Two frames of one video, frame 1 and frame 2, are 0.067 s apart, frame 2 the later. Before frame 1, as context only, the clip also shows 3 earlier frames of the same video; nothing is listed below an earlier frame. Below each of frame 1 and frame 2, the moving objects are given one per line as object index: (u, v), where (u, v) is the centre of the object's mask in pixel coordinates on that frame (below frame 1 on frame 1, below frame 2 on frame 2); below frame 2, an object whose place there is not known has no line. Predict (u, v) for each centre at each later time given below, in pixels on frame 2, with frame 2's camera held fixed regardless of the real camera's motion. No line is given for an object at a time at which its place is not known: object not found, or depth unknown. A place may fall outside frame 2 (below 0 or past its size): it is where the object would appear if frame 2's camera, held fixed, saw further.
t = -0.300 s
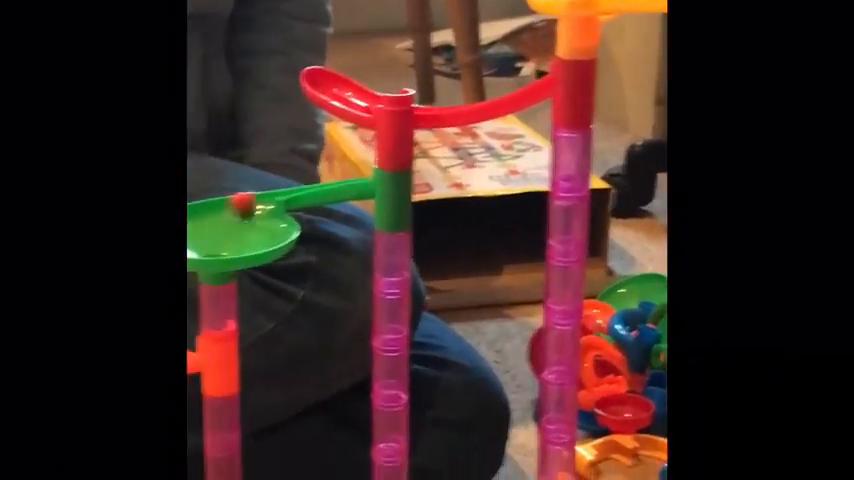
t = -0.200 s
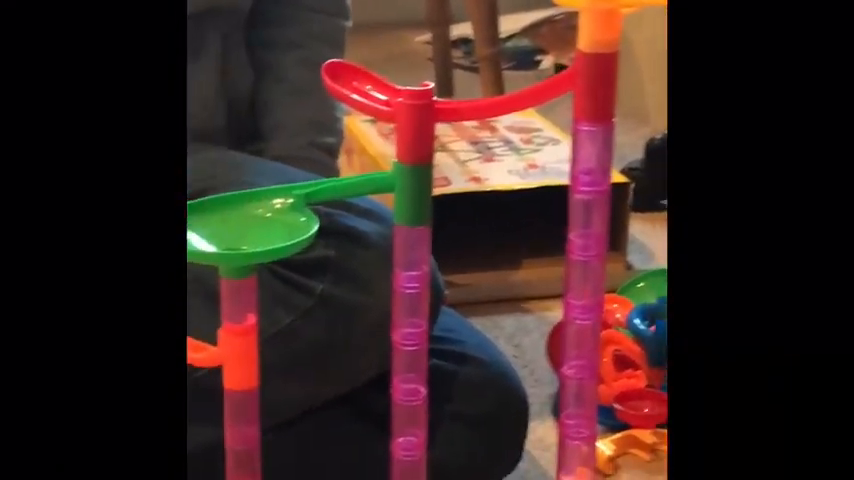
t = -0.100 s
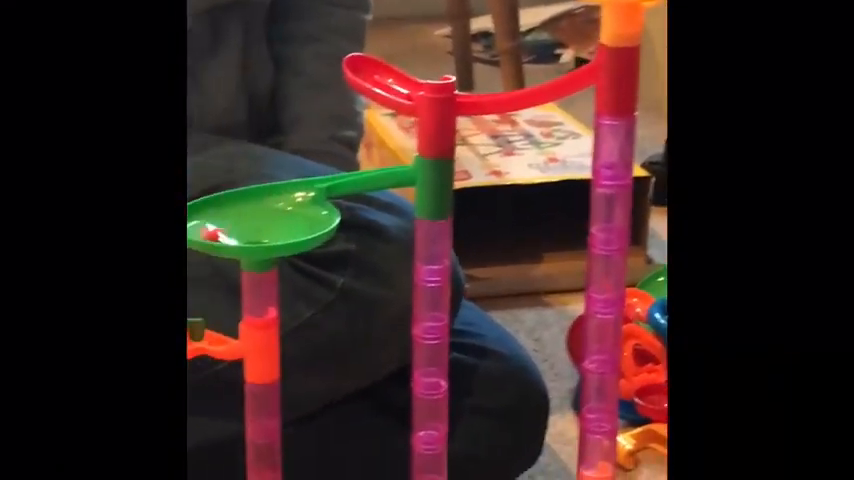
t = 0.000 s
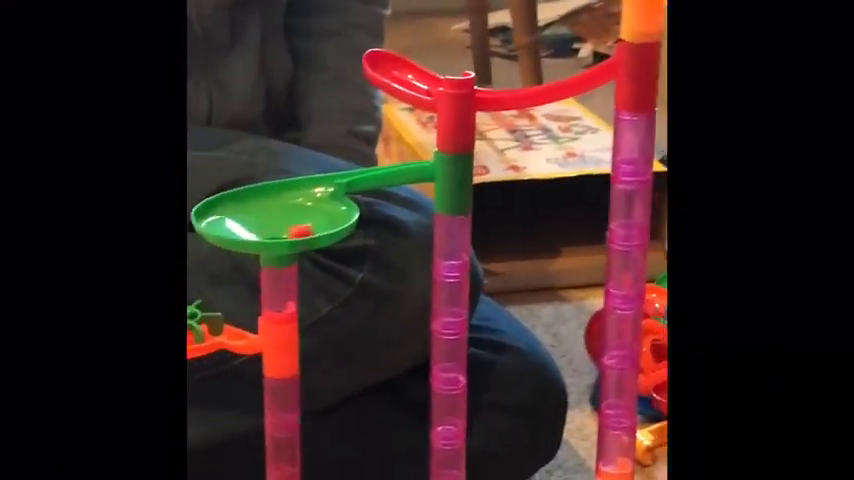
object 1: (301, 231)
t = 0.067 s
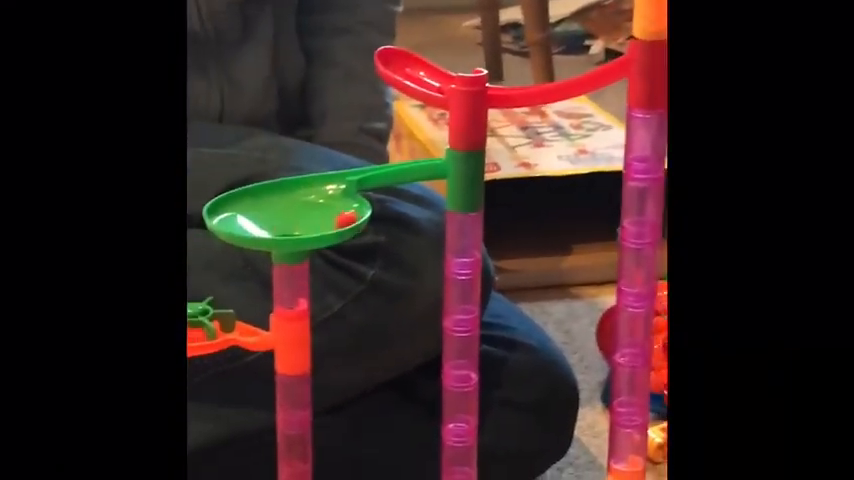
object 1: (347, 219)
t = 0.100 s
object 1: (352, 214)
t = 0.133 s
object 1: (354, 209)
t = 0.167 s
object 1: (350, 203)
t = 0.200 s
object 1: (341, 198)
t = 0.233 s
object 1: (326, 196)
